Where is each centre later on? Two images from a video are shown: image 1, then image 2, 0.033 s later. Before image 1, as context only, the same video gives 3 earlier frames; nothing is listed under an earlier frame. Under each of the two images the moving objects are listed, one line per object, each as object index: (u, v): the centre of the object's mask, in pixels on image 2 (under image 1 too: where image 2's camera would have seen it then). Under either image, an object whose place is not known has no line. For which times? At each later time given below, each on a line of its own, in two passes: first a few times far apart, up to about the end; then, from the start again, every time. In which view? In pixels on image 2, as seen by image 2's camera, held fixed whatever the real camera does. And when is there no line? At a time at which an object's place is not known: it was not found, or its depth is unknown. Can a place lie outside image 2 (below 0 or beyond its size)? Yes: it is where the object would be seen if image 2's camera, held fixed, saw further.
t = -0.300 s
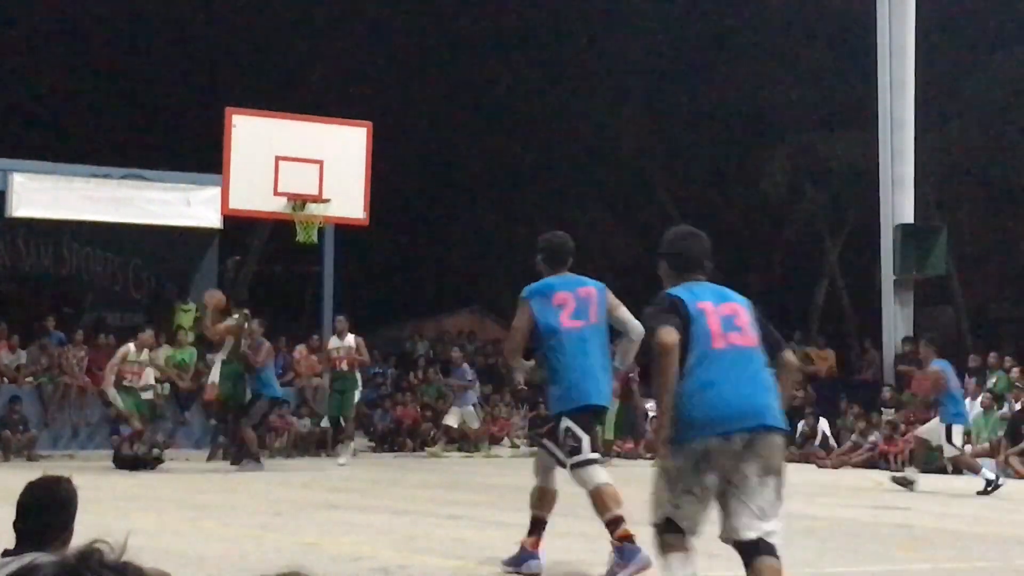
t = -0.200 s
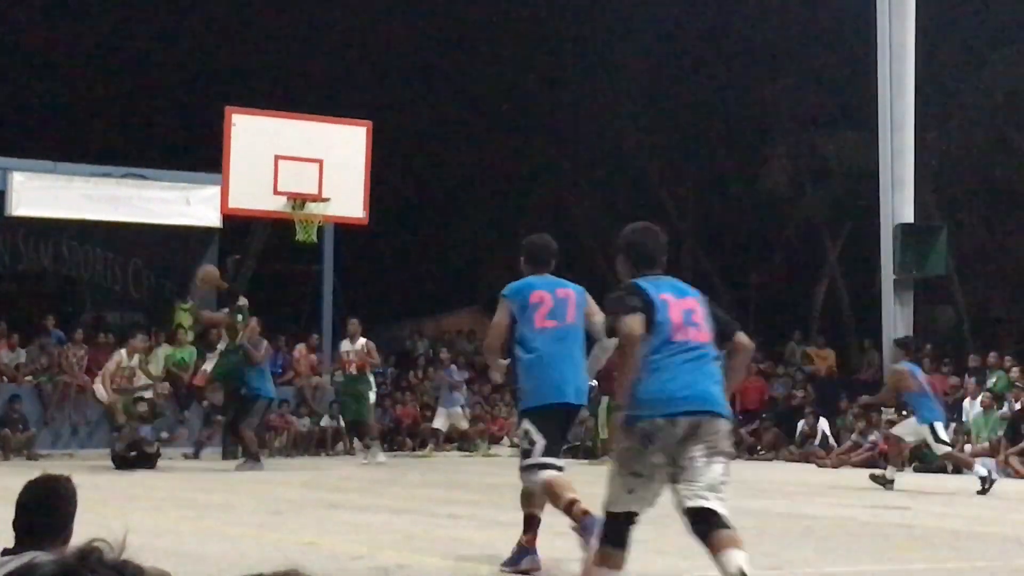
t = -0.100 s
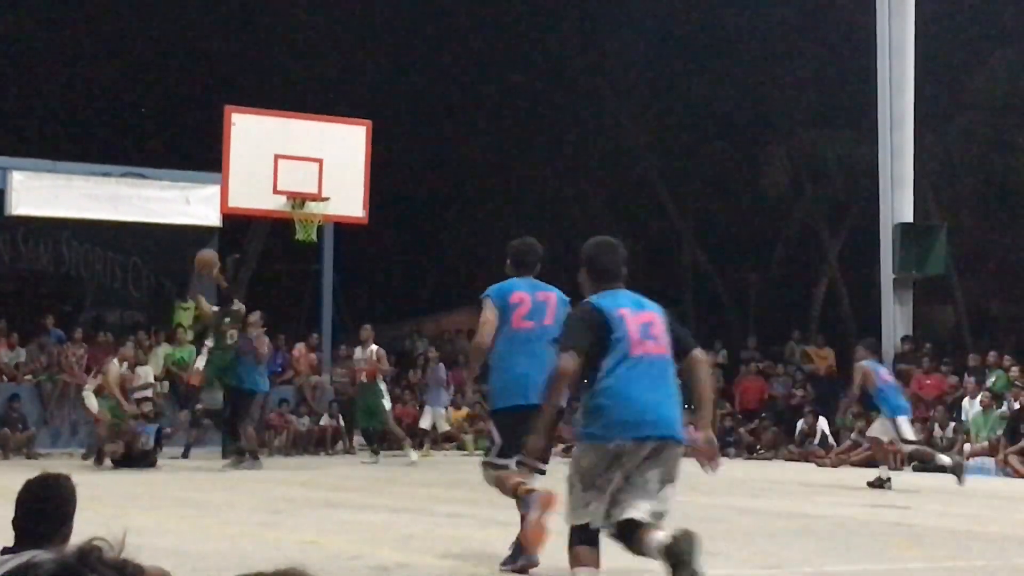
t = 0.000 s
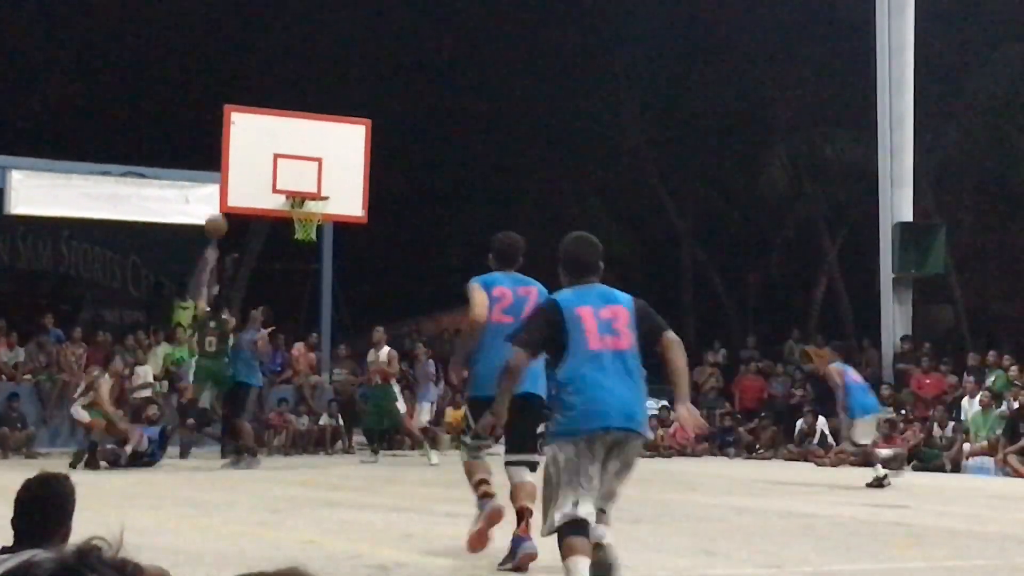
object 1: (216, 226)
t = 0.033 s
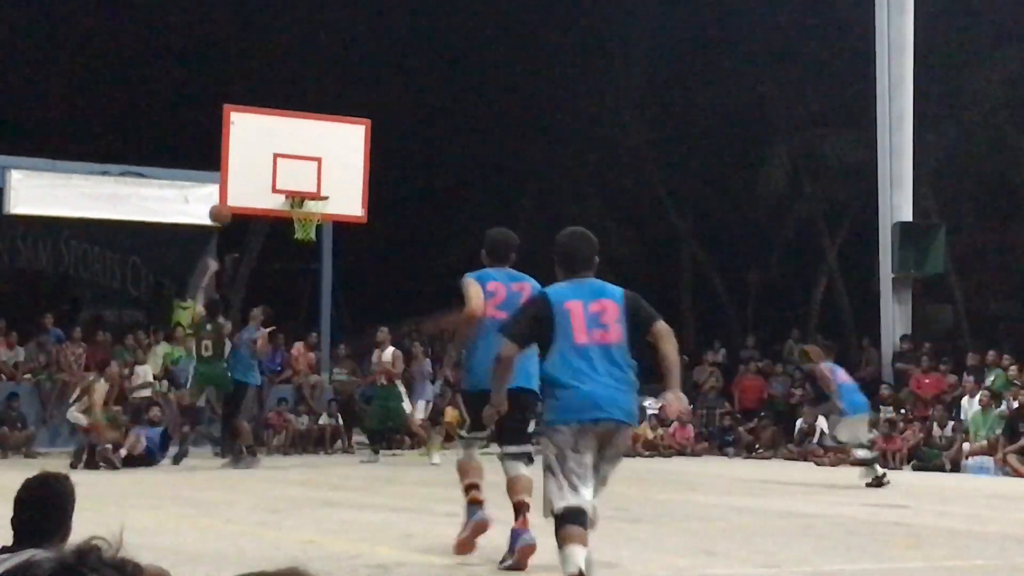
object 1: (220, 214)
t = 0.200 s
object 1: (241, 171)
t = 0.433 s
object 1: (267, 159)
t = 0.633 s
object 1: (288, 183)
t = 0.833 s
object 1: (299, 170)
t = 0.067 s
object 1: (224, 203)
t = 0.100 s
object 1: (229, 194)
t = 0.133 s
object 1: (233, 185)
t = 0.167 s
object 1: (237, 178)
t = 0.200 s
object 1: (241, 171)
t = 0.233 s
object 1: (244, 167)
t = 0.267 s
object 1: (249, 162)
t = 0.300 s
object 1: (252, 160)
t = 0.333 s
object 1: (256, 158)
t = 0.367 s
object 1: (260, 156)
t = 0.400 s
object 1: (263, 158)
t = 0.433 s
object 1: (267, 159)
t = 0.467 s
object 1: (271, 161)
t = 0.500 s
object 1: (275, 164)
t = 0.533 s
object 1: (278, 167)
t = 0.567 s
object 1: (282, 172)
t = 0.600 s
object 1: (285, 177)
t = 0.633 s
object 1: (288, 183)
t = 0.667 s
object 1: (290, 181)
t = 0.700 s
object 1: (292, 177)
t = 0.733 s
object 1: (294, 173)
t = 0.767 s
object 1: (295, 171)
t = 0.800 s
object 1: (297, 170)
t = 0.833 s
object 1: (299, 170)
